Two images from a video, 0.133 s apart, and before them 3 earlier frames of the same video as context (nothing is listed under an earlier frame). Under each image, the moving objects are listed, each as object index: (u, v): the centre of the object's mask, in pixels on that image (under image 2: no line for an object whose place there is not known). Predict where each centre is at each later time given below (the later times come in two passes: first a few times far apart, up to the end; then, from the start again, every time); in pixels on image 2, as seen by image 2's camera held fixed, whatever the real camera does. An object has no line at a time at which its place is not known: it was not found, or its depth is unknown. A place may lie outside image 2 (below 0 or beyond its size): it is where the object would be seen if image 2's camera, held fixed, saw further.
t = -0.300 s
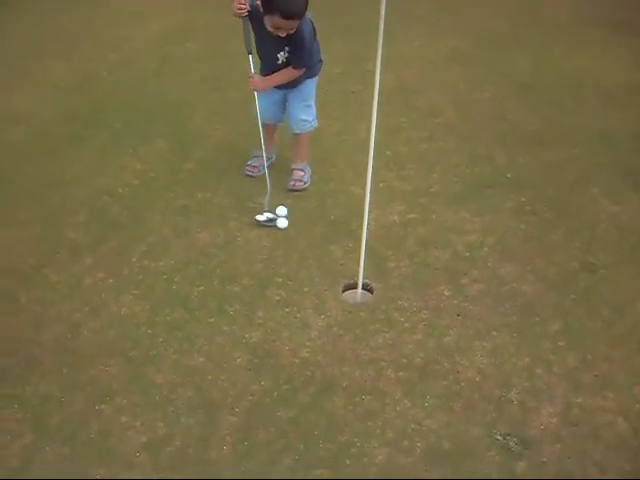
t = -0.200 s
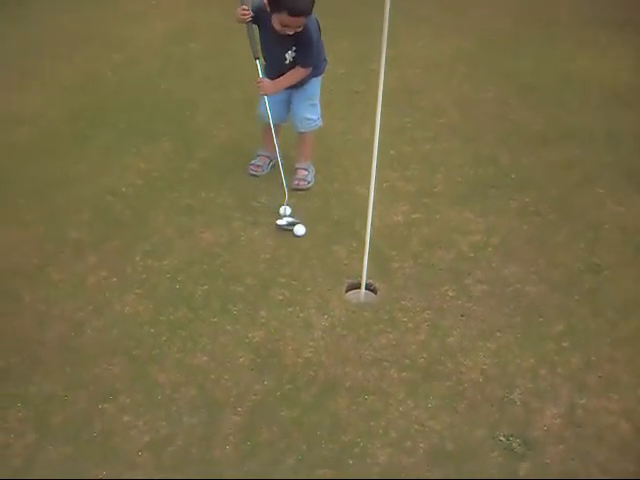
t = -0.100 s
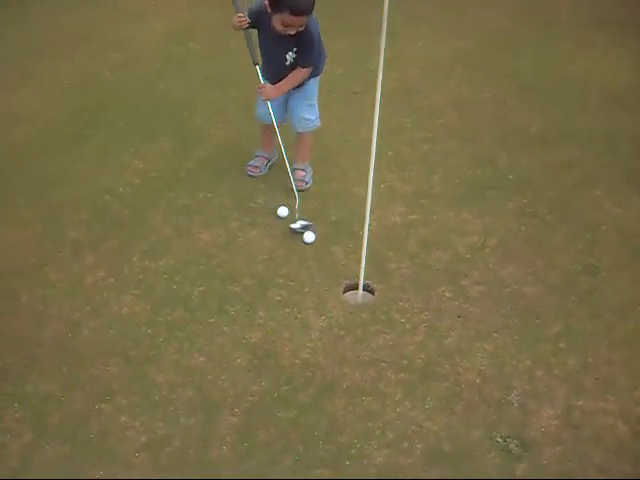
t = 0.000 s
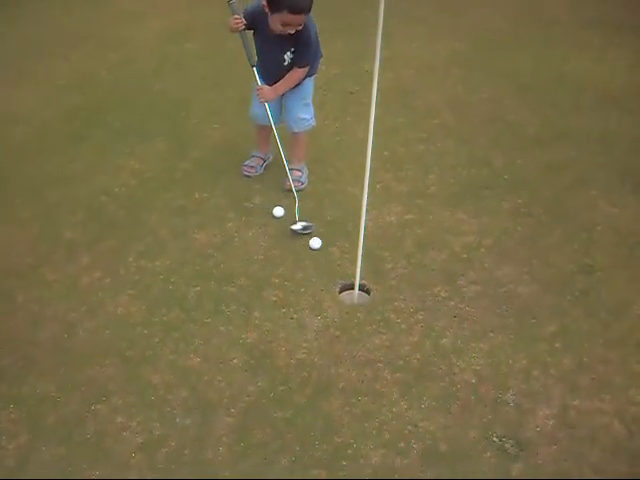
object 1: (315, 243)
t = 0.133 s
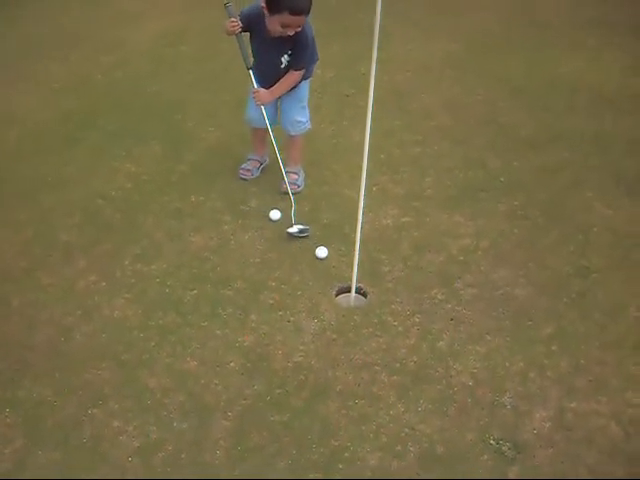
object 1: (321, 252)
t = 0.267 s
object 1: (326, 258)
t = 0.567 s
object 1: (328, 263)
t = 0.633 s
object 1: (329, 263)
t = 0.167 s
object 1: (323, 254)
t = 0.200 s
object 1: (324, 255)
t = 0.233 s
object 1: (325, 256)
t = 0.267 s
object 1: (326, 258)
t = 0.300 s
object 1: (327, 259)
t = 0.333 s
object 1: (328, 259)
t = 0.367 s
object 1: (328, 260)
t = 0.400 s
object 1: (329, 261)
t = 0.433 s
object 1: (329, 262)
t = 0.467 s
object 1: (329, 262)
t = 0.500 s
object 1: (328, 263)
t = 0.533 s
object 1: (329, 263)
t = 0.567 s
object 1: (328, 263)
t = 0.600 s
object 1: (328, 263)
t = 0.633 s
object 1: (329, 263)
